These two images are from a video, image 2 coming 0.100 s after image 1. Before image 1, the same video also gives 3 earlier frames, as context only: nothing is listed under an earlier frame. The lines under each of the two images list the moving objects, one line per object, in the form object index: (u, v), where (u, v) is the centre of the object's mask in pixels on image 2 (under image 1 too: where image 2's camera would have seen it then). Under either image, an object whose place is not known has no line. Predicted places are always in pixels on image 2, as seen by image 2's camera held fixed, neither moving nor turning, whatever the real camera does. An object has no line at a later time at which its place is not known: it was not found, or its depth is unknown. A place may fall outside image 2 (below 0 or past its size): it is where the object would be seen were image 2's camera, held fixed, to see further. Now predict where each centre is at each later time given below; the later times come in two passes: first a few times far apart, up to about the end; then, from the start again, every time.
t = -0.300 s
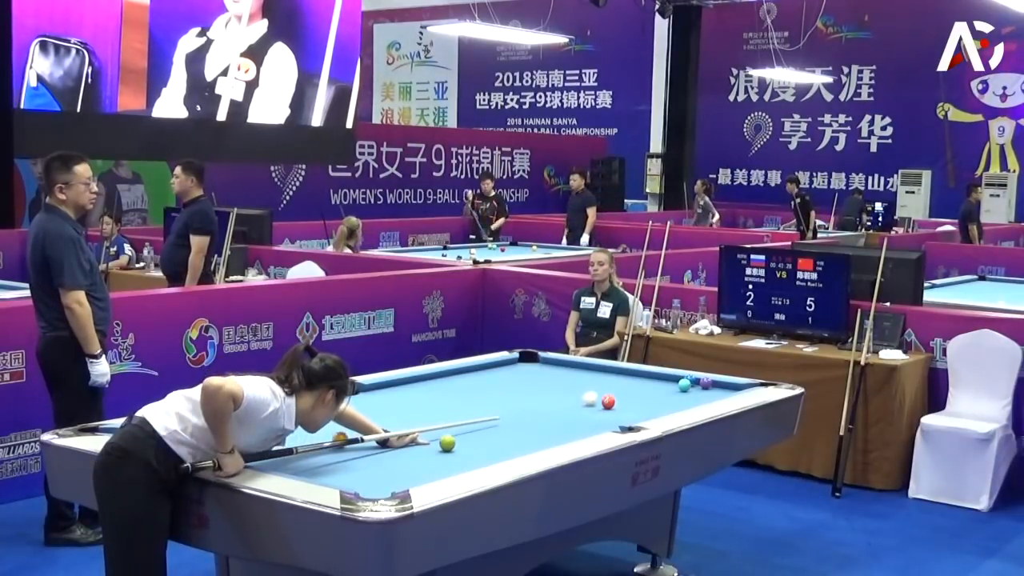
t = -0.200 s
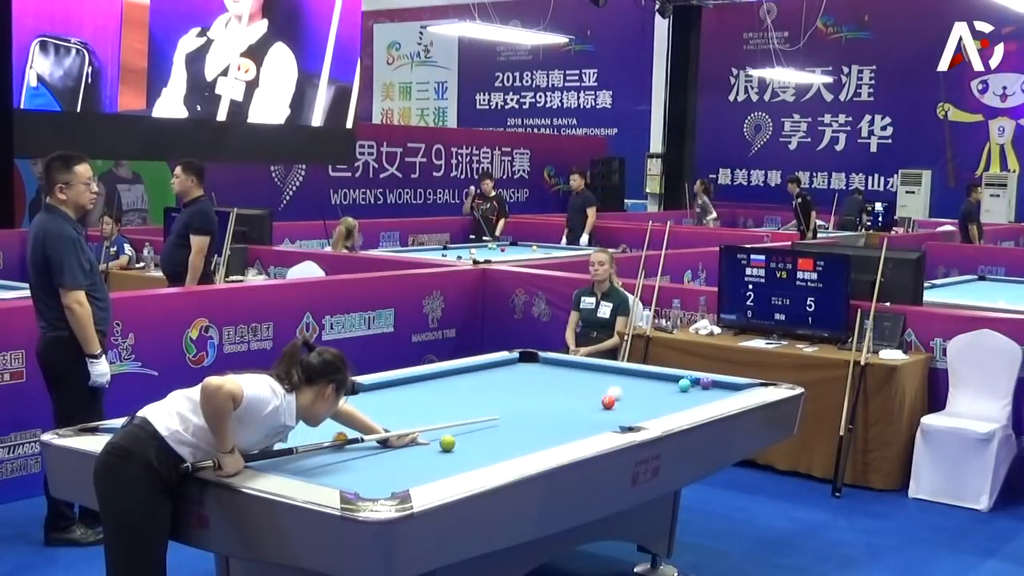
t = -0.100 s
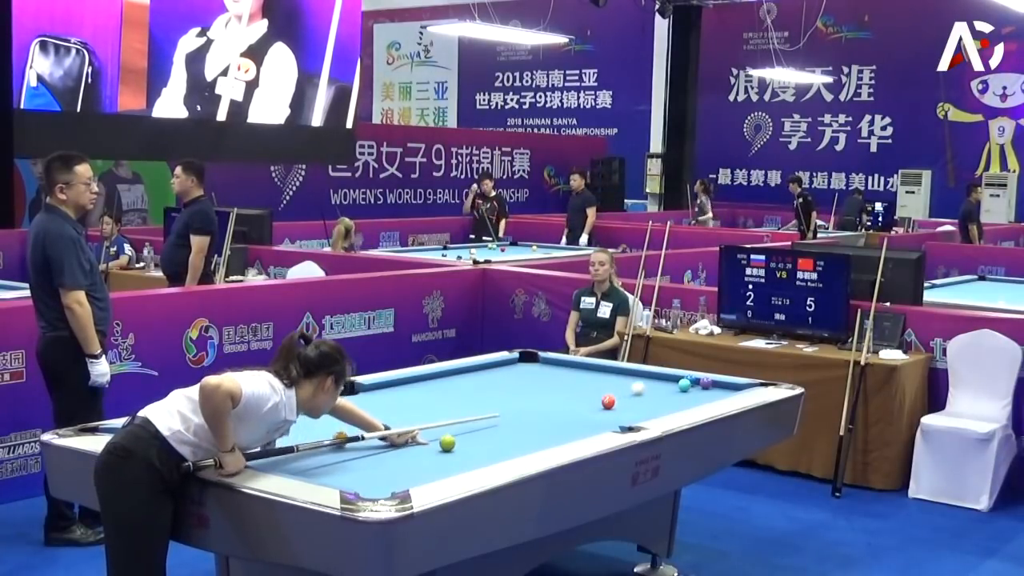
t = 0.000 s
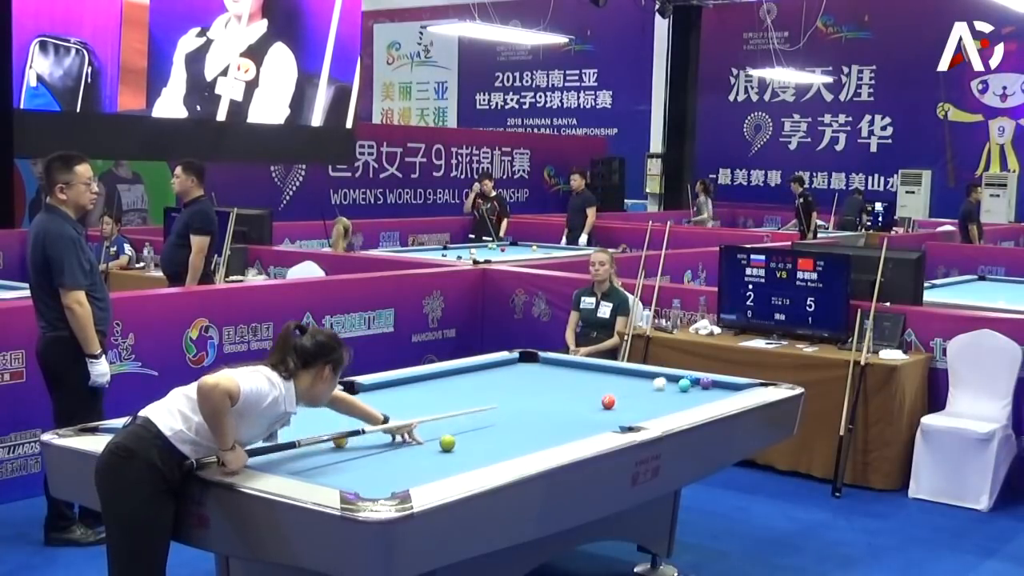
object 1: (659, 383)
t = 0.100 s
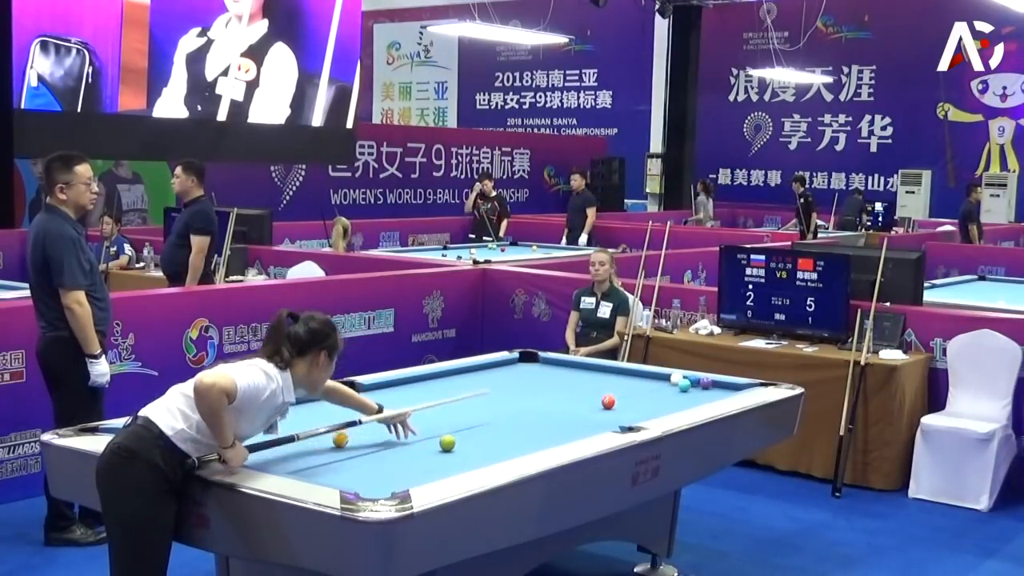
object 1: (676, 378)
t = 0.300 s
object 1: (641, 378)
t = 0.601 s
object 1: (591, 378)
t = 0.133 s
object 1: (675, 377)
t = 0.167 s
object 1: (668, 377)
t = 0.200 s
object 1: (661, 377)
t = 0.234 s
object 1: (654, 378)
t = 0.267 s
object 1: (648, 378)
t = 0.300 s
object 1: (641, 378)
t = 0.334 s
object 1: (635, 378)
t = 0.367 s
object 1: (630, 378)
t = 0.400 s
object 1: (624, 378)
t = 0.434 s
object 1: (619, 378)
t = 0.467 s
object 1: (613, 378)
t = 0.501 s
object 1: (608, 378)
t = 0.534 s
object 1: (602, 378)
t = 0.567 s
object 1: (596, 378)
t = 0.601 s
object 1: (591, 378)
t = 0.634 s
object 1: (585, 378)
